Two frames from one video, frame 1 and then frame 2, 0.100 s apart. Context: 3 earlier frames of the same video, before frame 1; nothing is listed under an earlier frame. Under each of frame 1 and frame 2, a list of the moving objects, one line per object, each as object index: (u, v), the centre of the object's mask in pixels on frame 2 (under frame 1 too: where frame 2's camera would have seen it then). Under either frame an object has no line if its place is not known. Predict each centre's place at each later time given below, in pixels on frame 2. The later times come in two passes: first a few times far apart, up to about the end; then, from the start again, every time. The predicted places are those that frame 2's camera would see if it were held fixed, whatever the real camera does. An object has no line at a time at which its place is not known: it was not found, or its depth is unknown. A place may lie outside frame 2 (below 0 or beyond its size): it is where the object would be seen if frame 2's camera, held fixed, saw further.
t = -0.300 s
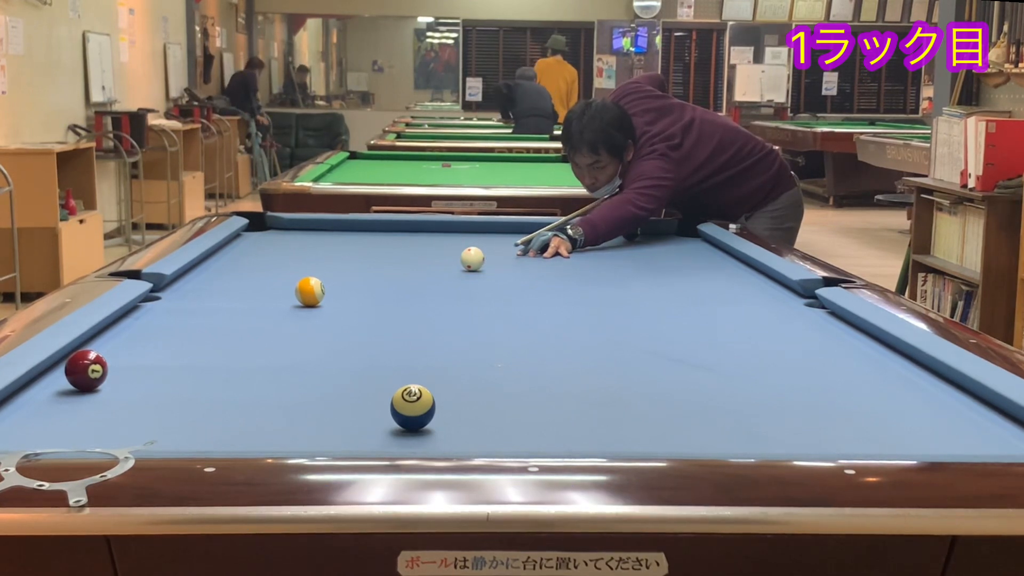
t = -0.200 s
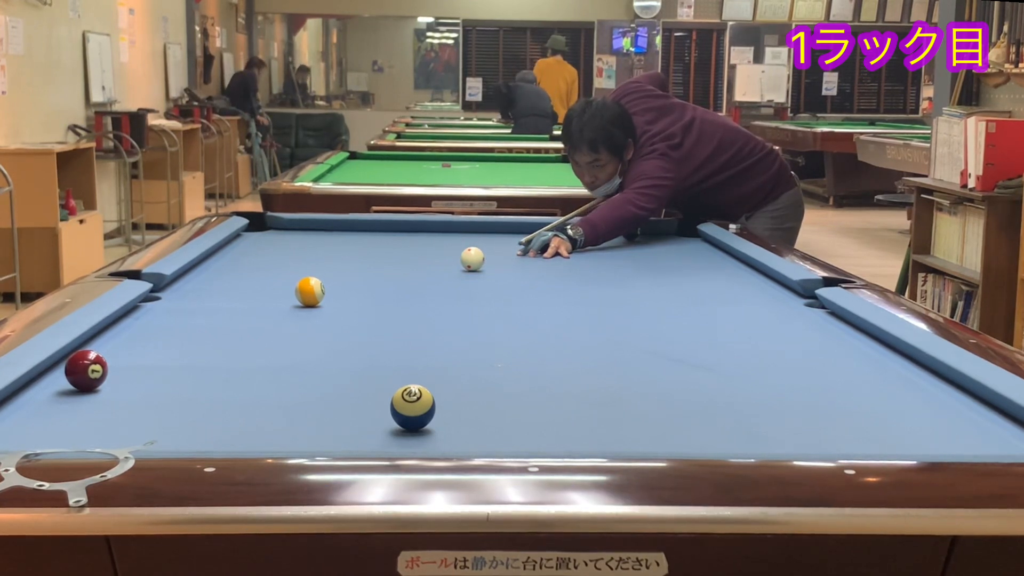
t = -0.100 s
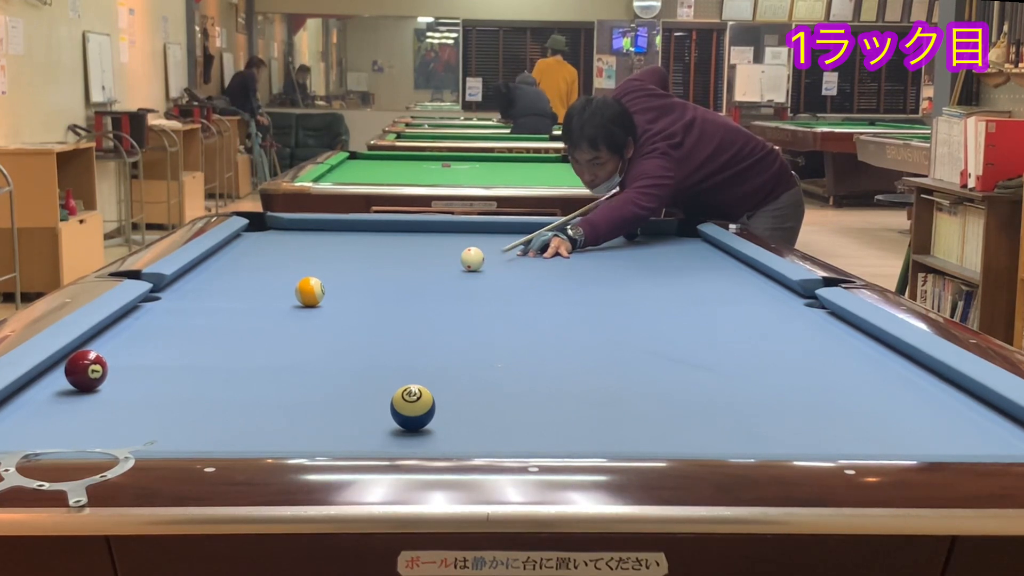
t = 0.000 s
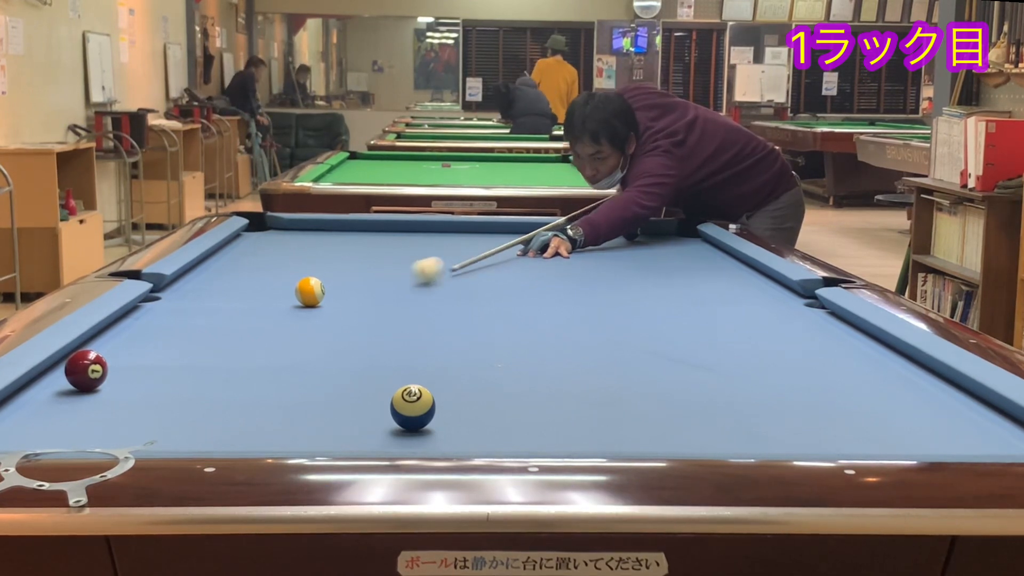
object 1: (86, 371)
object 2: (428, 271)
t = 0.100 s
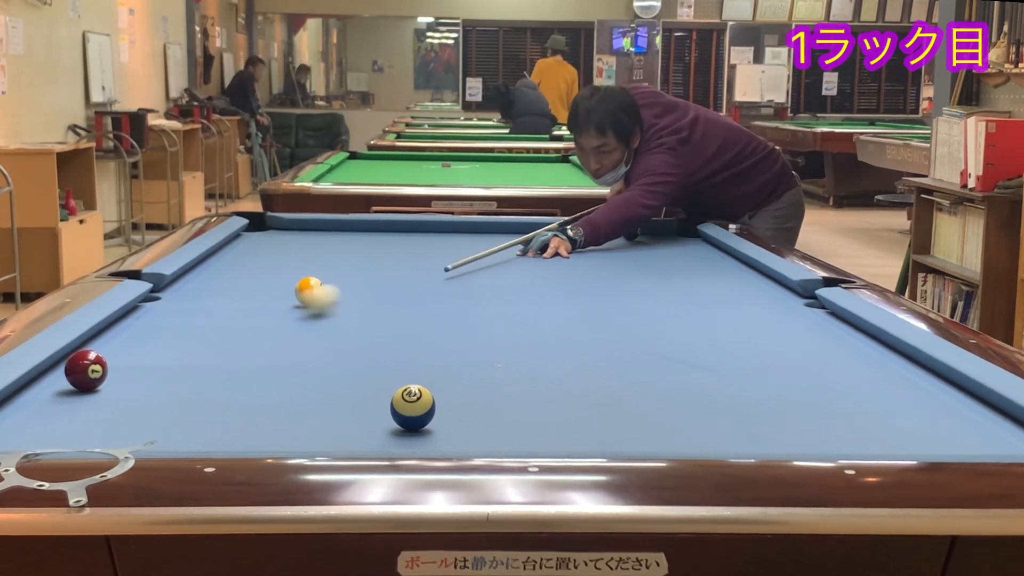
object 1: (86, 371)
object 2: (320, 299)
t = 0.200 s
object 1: (86, 371)
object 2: (178, 340)
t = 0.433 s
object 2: (163, 350)
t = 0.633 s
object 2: (270, 338)
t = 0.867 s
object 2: (378, 326)
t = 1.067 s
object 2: (459, 317)
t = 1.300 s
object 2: (542, 307)
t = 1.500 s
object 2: (606, 300)
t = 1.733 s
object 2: (673, 292)
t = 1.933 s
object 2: (726, 286)
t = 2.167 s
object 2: (766, 279)
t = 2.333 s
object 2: (740, 277)
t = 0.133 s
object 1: (86, 371)
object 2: (277, 312)
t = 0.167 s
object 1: (86, 371)
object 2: (231, 326)
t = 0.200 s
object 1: (86, 371)
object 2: (178, 340)
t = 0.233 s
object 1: (86, 371)
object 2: (123, 355)
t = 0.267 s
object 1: (65, 381)
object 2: (79, 353)
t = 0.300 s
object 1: (30, 406)
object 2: (83, 355)
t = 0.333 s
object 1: (7, 430)
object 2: (103, 351)
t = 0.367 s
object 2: (124, 355)
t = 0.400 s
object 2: (144, 351)
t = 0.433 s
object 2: (163, 350)
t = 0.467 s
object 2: (181, 348)
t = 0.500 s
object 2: (200, 346)
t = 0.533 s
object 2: (218, 344)
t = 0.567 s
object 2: (236, 342)
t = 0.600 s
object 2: (253, 340)
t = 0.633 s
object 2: (270, 338)
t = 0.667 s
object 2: (286, 337)
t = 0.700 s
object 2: (302, 335)
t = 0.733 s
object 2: (318, 333)
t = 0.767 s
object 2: (334, 331)
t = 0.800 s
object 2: (349, 330)
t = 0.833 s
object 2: (363, 328)
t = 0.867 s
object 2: (378, 326)
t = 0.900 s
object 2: (392, 325)
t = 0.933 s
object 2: (406, 323)
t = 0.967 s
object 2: (419, 322)
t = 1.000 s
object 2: (432, 320)
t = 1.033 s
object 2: (446, 318)
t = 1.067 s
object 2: (459, 317)
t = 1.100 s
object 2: (471, 315)
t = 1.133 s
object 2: (483, 314)
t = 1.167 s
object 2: (496, 313)
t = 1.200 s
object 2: (507, 311)
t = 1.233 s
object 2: (519, 310)
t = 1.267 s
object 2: (531, 309)
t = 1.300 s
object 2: (542, 307)
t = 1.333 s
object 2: (553, 306)
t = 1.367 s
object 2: (564, 305)
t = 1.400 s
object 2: (575, 303)
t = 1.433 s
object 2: (585, 302)
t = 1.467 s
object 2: (596, 301)
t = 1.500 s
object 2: (606, 300)
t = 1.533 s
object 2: (616, 299)
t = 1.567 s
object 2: (626, 298)
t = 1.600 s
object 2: (636, 297)
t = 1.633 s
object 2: (646, 295)
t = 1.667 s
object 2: (655, 294)
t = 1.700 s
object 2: (664, 293)
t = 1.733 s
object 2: (673, 292)
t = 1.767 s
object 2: (683, 291)
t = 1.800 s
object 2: (692, 290)
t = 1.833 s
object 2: (701, 289)
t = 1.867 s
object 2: (709, 288)
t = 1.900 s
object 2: (718, 287)
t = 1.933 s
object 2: (726, 286)
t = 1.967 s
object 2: (735, 285)
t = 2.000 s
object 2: (743, 284)
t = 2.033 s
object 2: (751, 283)
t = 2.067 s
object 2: (759, 282)
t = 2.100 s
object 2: (767, 281)
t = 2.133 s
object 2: (772, 280)
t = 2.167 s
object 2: (766, 279)
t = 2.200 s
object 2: (761, 279)
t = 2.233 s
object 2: (756, 279)
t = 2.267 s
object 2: (750, 278)
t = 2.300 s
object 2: (745, 278)
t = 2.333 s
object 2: (740, 277)
